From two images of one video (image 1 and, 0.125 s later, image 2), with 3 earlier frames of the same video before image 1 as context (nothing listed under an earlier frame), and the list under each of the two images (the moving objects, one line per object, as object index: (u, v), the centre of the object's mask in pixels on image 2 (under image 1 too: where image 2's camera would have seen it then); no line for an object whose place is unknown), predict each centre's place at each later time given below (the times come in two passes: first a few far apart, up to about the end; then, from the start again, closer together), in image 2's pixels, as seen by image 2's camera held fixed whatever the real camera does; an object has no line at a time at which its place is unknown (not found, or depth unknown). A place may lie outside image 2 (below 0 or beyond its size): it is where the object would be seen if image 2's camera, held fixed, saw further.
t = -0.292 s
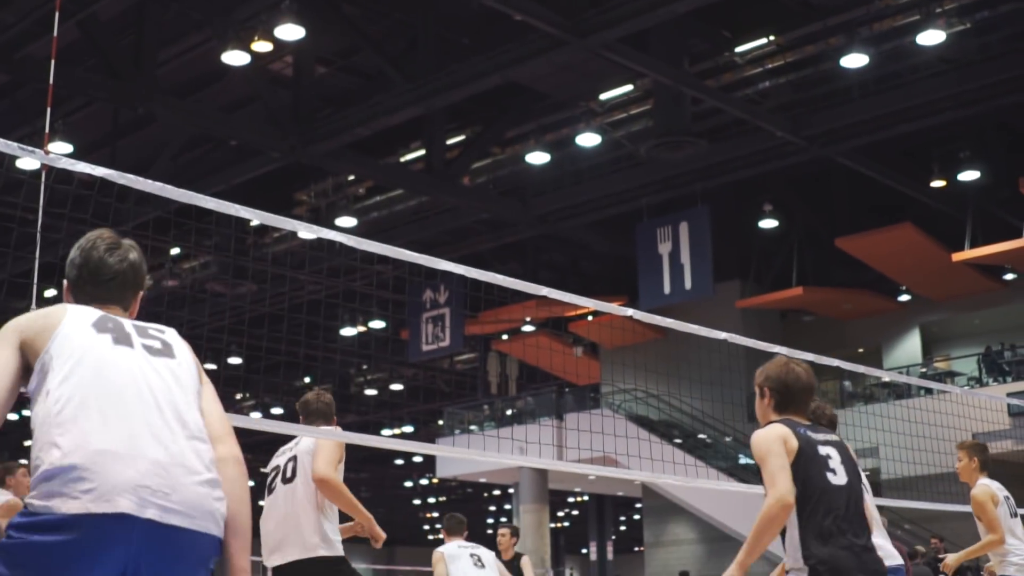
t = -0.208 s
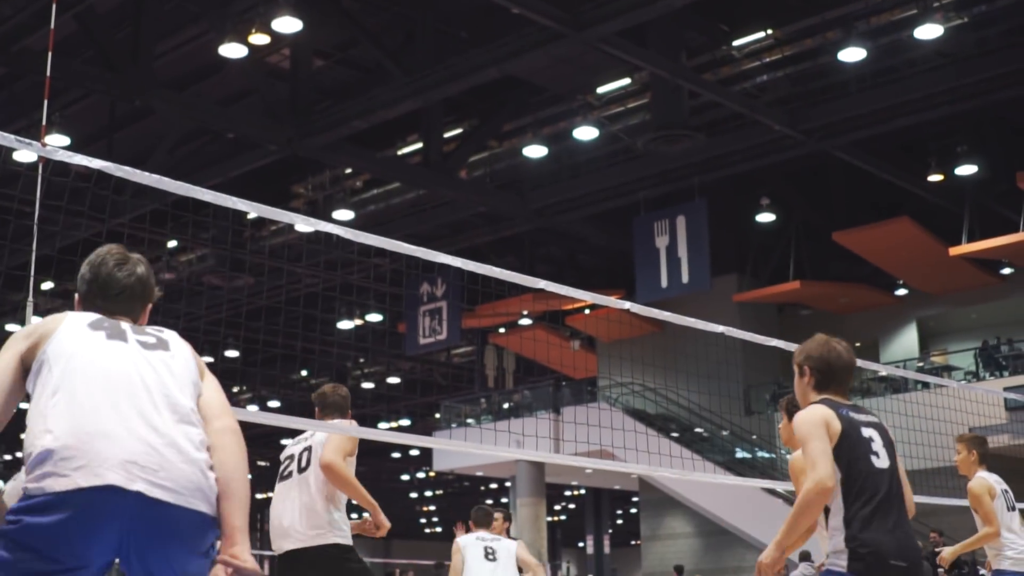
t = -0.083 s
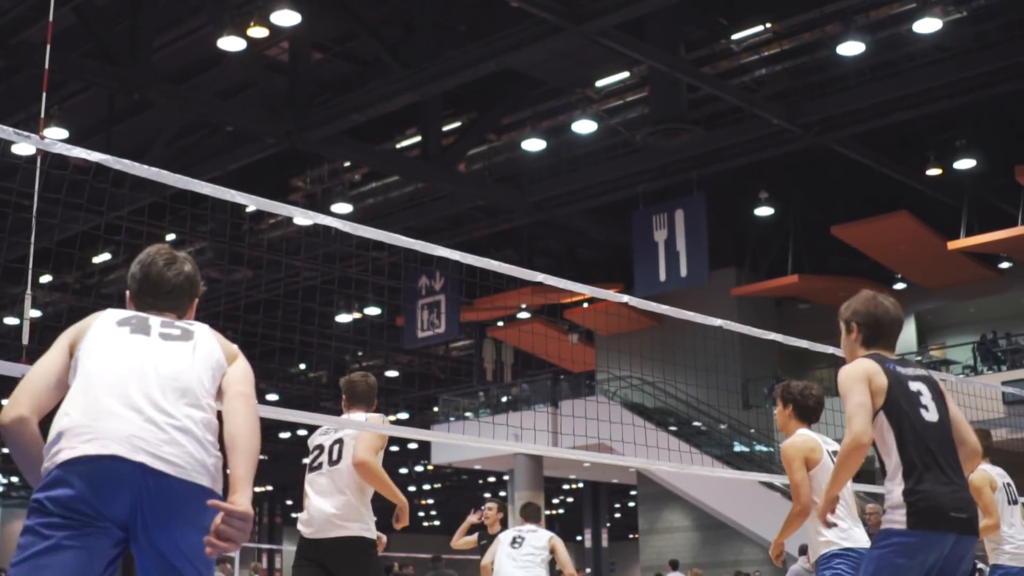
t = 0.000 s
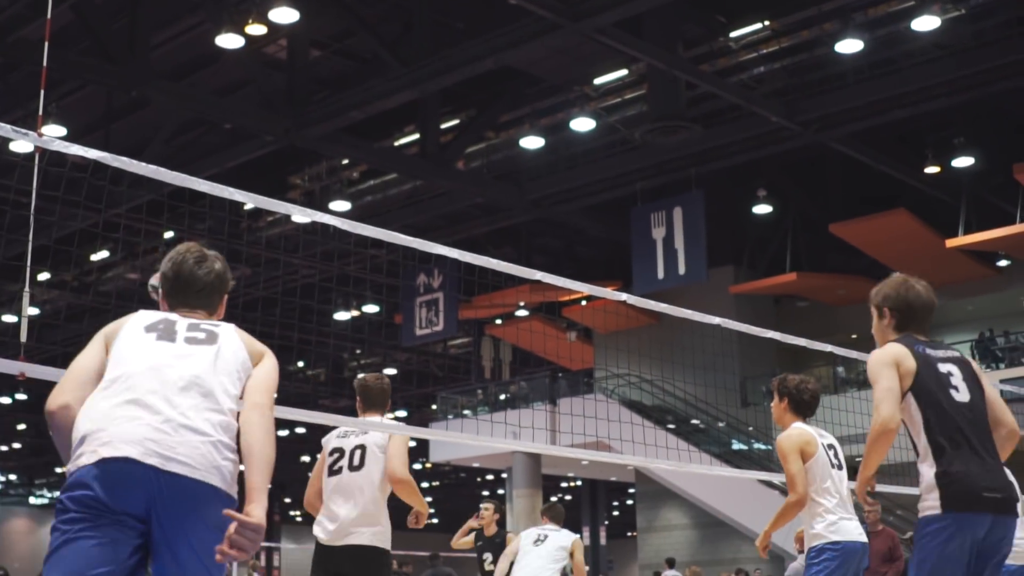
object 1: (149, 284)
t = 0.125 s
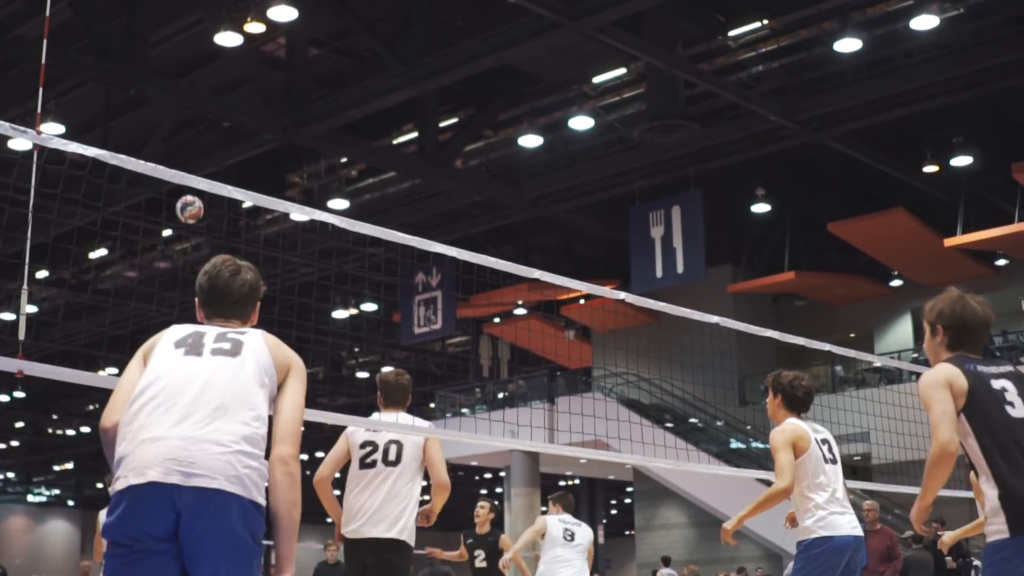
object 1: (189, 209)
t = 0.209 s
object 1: (209, 170)
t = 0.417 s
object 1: (249, 120)
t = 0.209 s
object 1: (209, 170)
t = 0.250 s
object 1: (216, 157)
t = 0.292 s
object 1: (225, 145)
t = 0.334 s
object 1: (233, 135)
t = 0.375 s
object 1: (242, 127)
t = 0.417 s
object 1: (249, 120)
